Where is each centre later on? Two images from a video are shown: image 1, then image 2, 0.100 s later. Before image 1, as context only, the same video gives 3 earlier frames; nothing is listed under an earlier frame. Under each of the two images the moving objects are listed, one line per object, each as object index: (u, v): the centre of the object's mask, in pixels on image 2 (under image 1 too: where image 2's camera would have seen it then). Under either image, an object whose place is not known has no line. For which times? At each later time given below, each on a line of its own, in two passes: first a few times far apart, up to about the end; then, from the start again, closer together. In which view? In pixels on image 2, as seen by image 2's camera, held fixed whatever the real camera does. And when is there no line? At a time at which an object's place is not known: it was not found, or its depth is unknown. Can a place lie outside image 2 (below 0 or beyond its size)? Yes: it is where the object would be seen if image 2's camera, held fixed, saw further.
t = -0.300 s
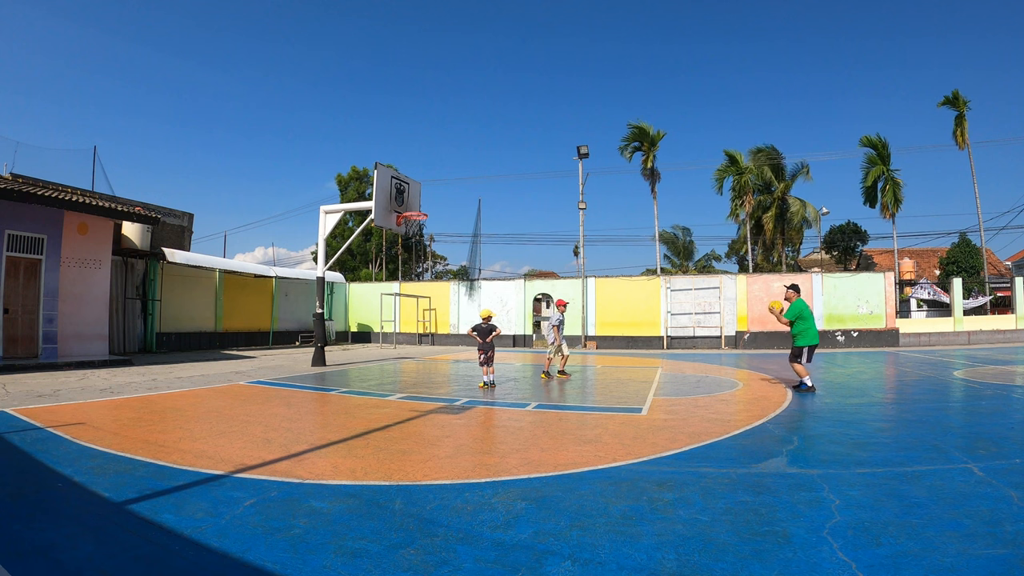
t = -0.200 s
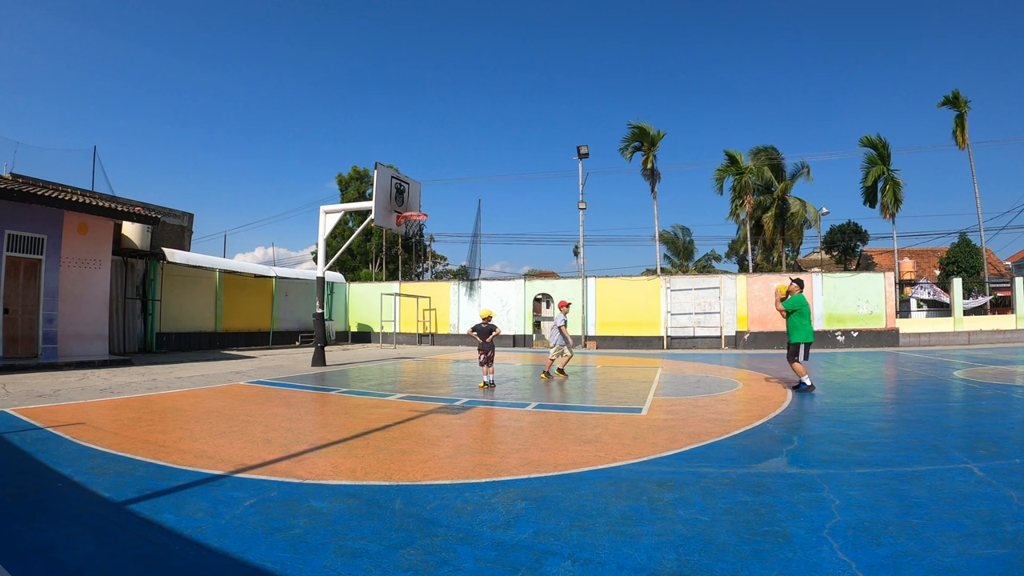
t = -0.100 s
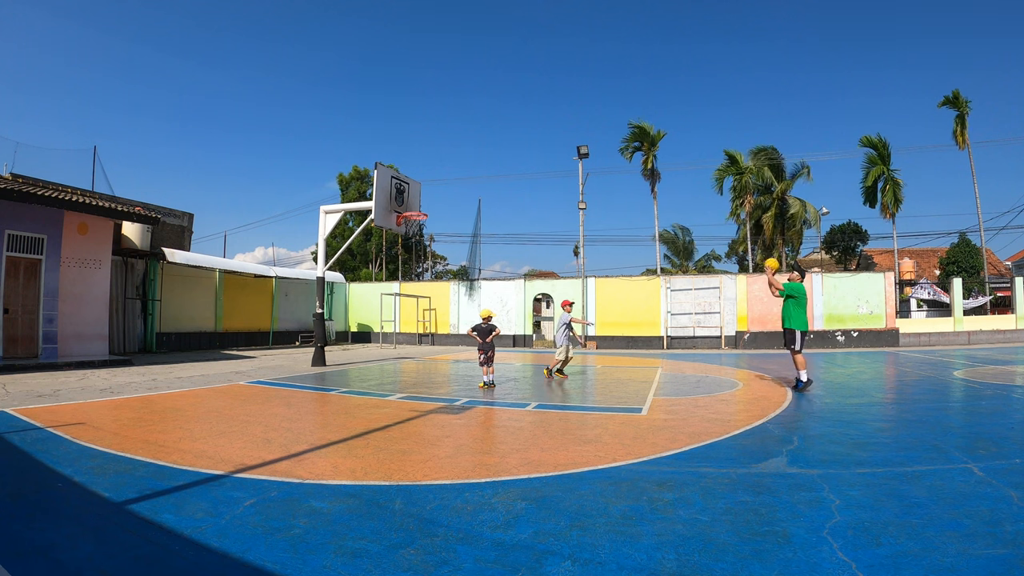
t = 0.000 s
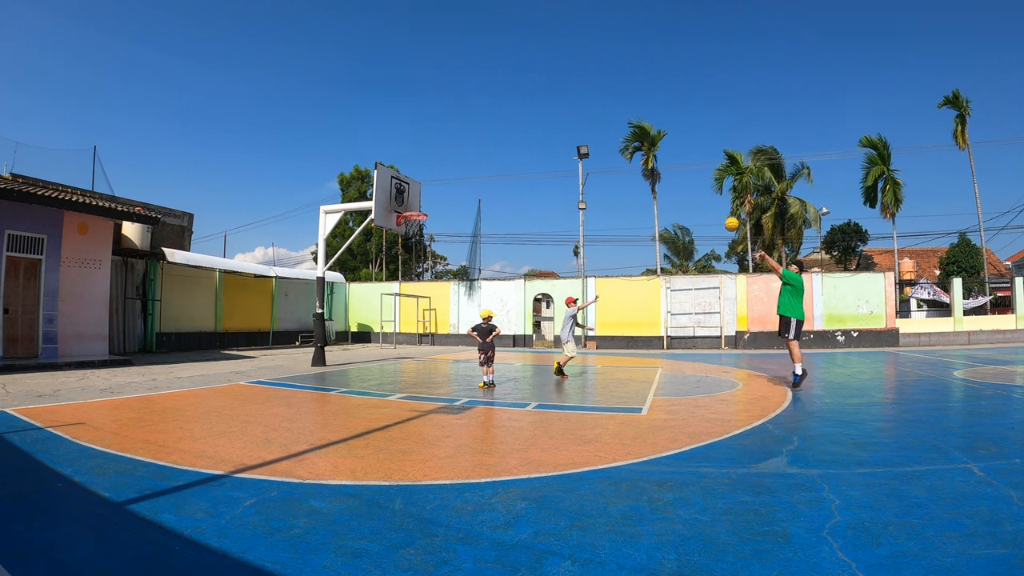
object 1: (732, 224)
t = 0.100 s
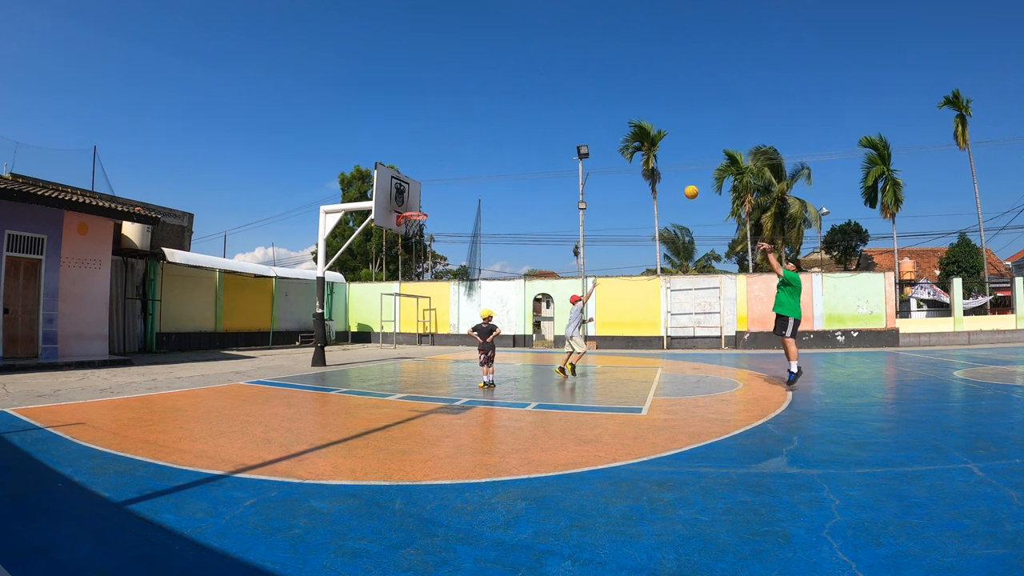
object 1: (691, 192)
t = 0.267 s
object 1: (627, 157)
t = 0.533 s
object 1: (538, 138)
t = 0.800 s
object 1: (460, 159)
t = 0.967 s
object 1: (418, 188)
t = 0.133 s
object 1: (678, 183)
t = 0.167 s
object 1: (665, 175)
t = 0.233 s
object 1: (639, 162)
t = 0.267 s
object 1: (627, 157)
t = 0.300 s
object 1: (615, 152)
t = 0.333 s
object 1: (603, 148)
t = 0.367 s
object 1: (592, 144)
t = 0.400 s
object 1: (580, 142)
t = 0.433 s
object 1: (569, 140)
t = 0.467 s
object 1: (558, 139)
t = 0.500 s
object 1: (548, 138)
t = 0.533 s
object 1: (538, 138)
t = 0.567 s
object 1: (527, 139)
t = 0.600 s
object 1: (517, 140)
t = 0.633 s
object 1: (507, 142)
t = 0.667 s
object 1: (498, 144)
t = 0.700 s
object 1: (488, 148)
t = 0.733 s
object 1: (479, 151)
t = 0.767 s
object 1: (469, 155)
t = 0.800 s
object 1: (460, 159)
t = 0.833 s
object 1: (452, 164)
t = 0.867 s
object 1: (443, 170)
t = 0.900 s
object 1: (434, 176)
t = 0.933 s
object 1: (426, 182)
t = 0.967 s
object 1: (418, 188)
